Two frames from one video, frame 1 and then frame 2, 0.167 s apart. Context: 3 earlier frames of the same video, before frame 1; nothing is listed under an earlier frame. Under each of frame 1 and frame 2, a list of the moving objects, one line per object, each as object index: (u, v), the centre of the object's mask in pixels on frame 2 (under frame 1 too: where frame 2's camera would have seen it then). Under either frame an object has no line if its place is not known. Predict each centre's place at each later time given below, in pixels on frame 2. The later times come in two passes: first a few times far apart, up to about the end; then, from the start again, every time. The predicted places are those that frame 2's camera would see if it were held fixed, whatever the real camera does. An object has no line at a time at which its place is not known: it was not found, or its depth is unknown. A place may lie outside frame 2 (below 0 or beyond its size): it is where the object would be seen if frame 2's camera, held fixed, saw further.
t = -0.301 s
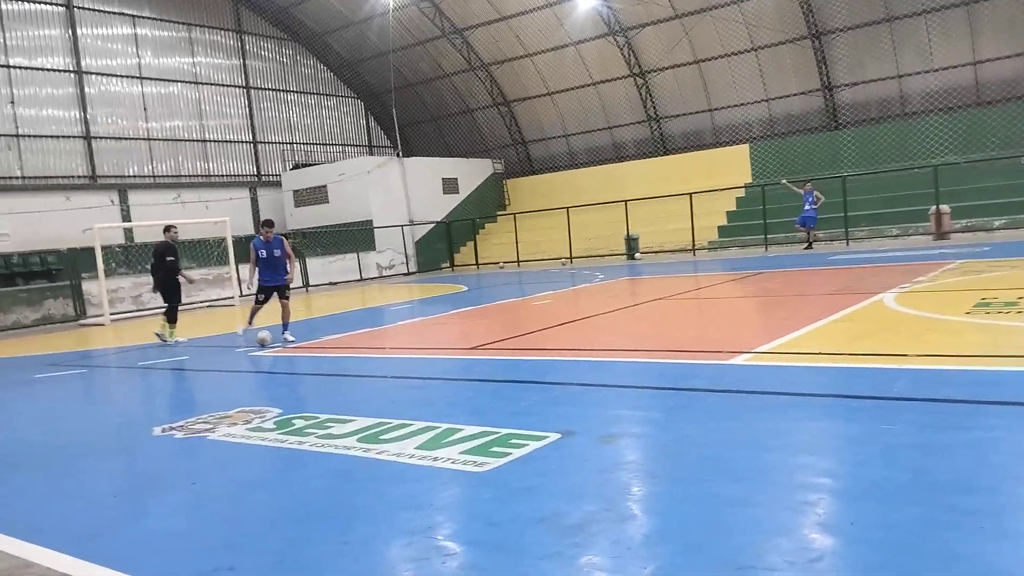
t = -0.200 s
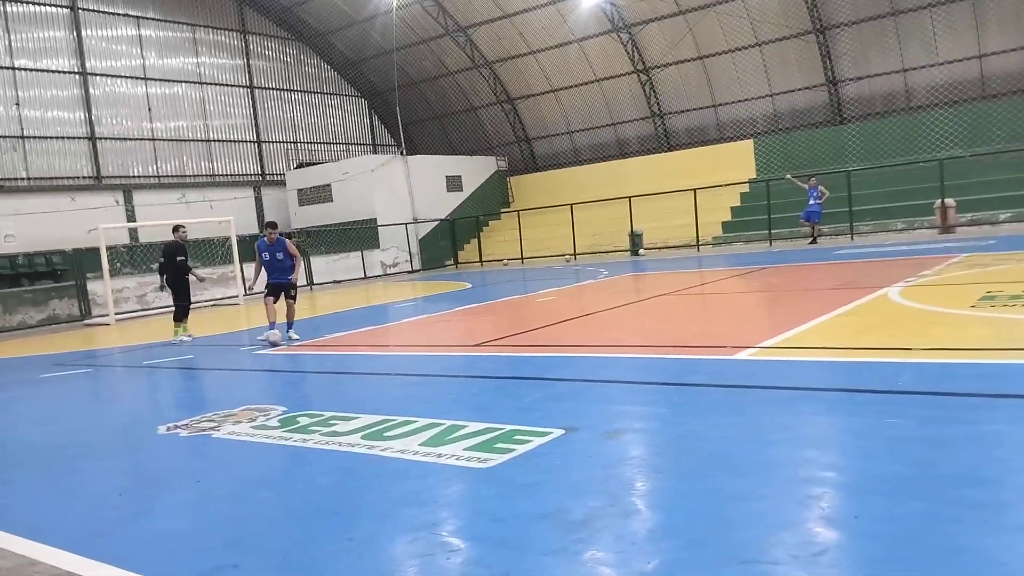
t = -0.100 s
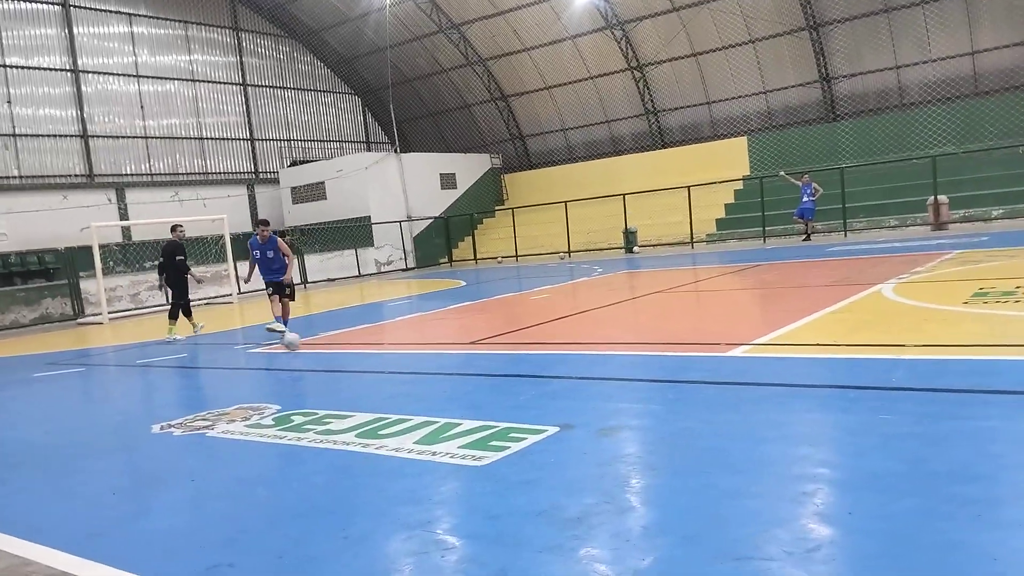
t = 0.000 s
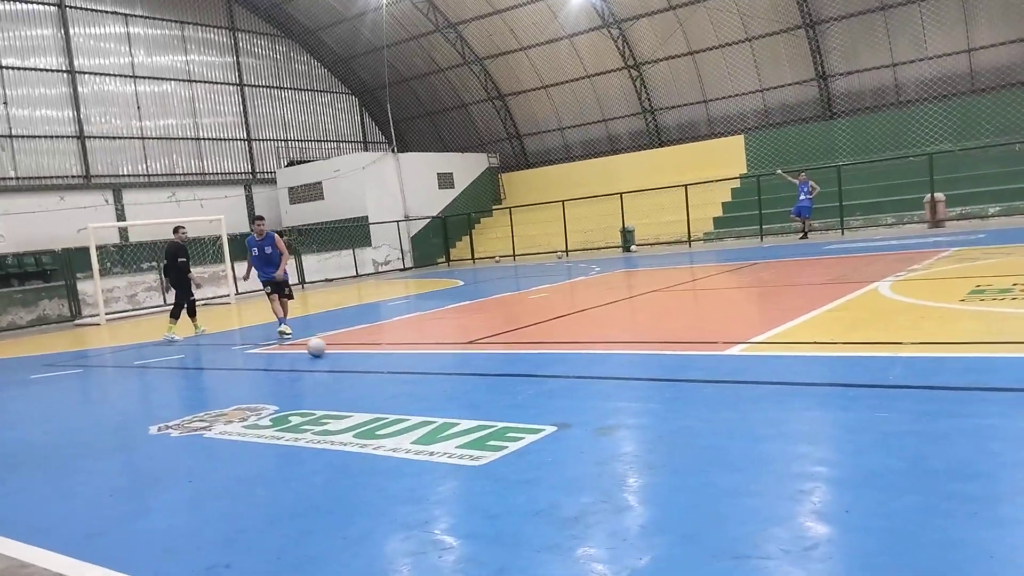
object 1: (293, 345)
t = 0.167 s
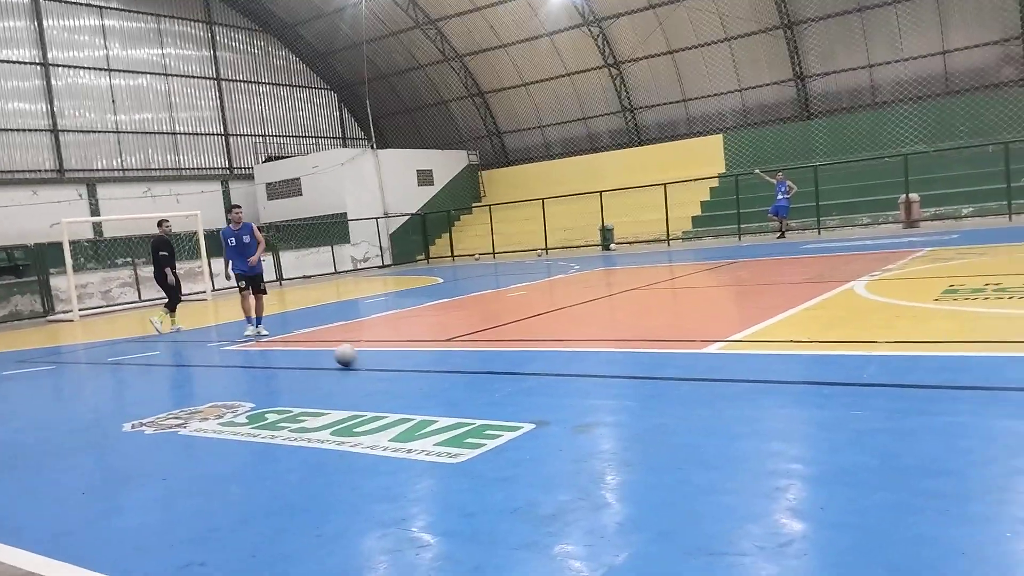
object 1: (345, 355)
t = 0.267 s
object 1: (382, 362)
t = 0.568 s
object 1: (512, 390)
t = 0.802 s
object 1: (673, 426)
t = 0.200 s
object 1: (357, 358)
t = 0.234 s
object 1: (370, 360)
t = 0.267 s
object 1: (382, 362)
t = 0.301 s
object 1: (394, 365)
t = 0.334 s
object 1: (407, 368)
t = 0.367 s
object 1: (421, 370)
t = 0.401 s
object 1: (434, 371)
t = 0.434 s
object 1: (448, 374)
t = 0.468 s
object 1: (464, 380)
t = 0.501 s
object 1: (479, 382)
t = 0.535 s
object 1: (495, 385)
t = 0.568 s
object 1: (512, 390)
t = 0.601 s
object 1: (530, 394)
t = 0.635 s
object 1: (549, 396)
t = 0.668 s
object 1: (571, 403)
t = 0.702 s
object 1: (593, 407)
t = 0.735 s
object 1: (616, 411)
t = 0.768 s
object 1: (644, 419)
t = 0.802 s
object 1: (673, 426)
